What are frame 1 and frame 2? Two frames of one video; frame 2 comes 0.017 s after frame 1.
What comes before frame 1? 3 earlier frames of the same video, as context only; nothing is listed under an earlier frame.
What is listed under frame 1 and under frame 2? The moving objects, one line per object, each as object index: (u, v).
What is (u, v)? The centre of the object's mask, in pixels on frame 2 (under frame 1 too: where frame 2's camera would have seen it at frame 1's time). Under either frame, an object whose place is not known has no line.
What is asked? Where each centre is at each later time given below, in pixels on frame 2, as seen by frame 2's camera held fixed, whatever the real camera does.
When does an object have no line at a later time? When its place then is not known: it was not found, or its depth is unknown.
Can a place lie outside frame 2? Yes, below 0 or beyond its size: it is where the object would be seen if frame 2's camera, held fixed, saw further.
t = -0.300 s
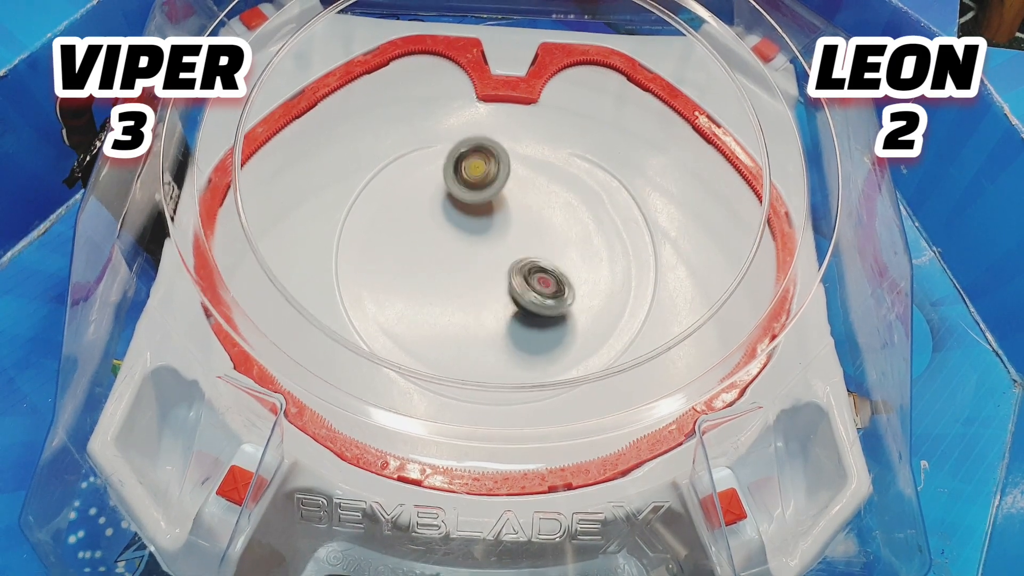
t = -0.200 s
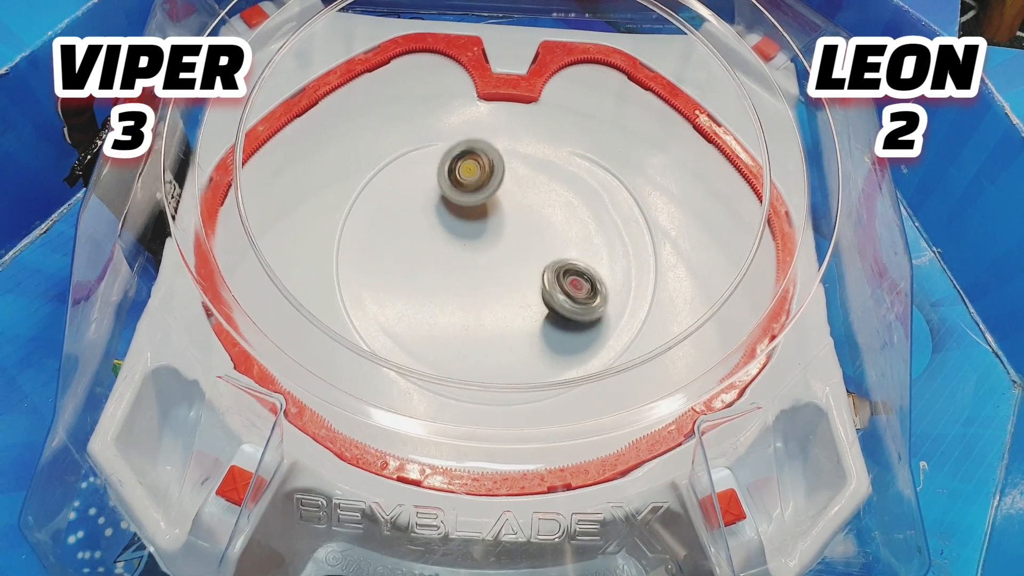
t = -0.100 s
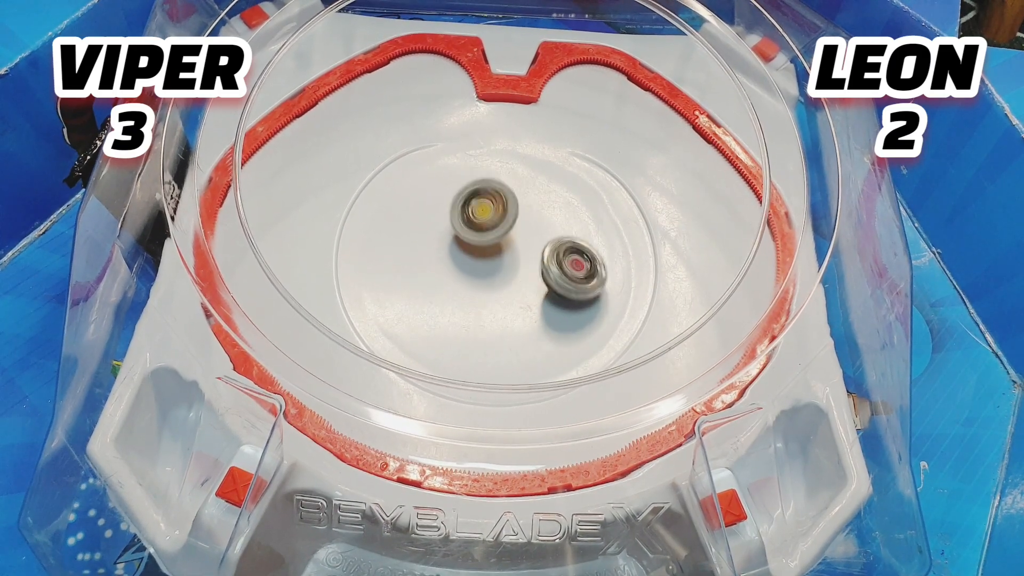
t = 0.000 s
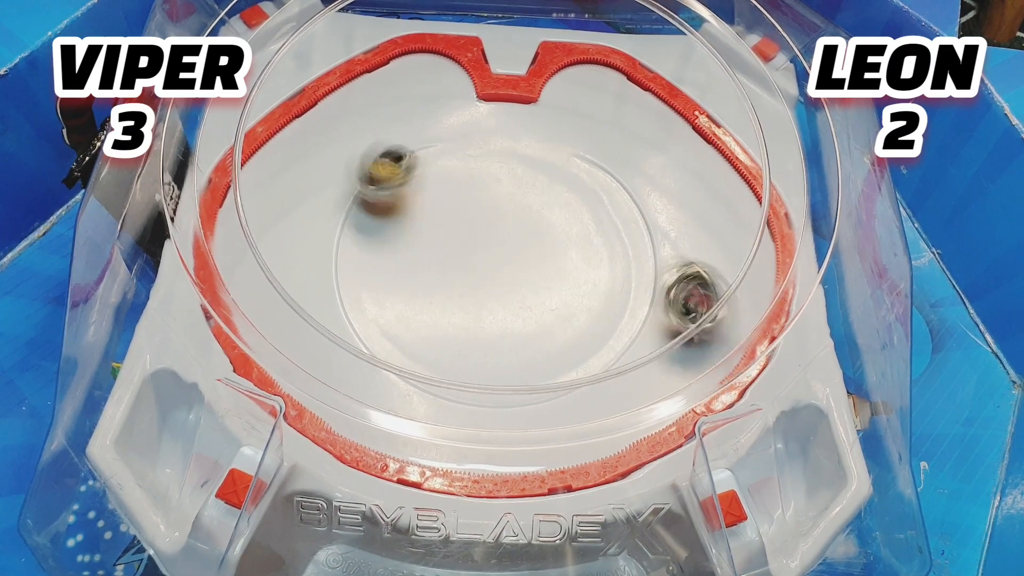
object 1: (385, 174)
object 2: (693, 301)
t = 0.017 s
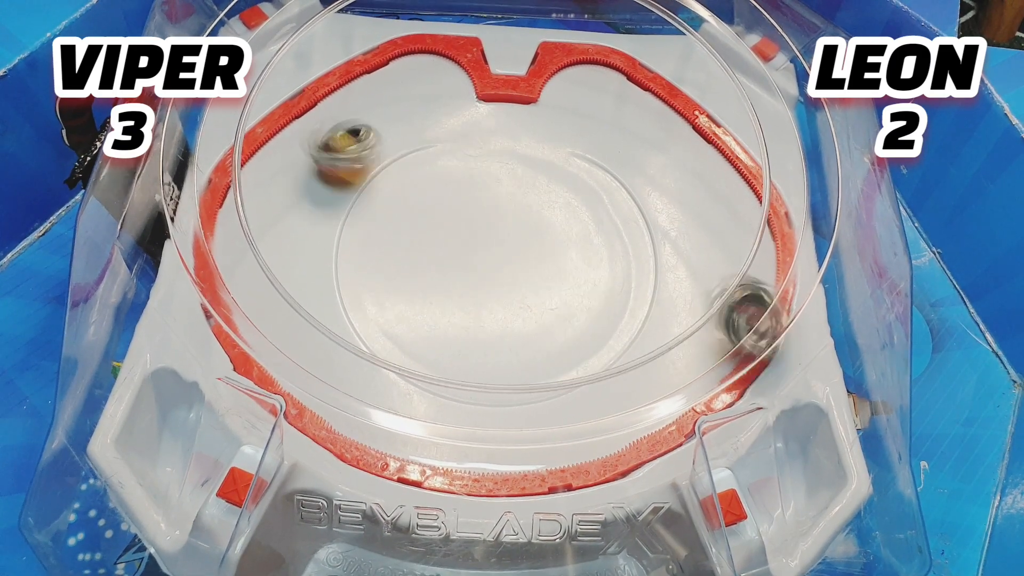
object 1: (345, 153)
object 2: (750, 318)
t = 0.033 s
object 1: (307, 127)
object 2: (809, 343)
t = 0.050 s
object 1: (274, 98)
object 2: (844, 360)
